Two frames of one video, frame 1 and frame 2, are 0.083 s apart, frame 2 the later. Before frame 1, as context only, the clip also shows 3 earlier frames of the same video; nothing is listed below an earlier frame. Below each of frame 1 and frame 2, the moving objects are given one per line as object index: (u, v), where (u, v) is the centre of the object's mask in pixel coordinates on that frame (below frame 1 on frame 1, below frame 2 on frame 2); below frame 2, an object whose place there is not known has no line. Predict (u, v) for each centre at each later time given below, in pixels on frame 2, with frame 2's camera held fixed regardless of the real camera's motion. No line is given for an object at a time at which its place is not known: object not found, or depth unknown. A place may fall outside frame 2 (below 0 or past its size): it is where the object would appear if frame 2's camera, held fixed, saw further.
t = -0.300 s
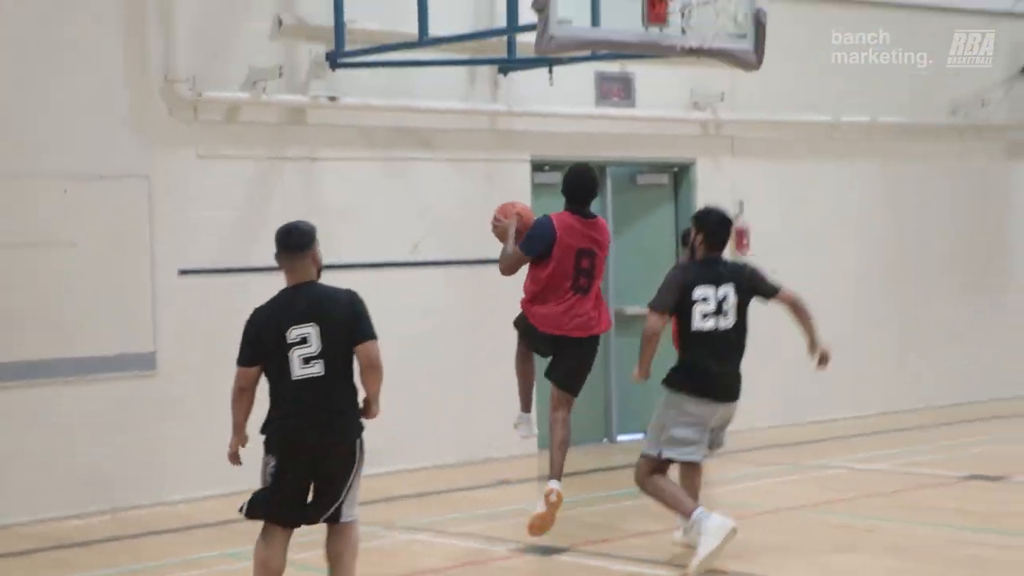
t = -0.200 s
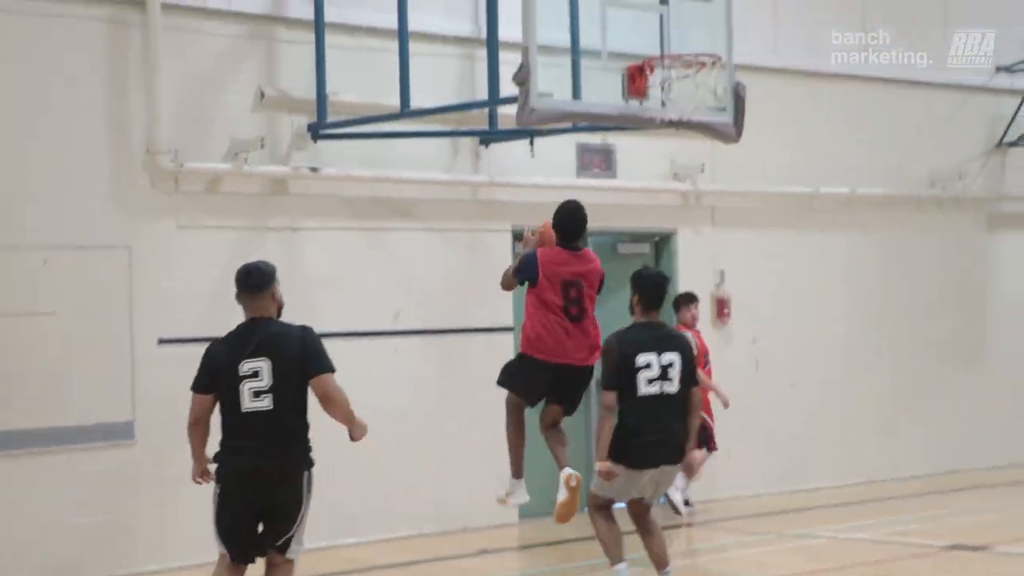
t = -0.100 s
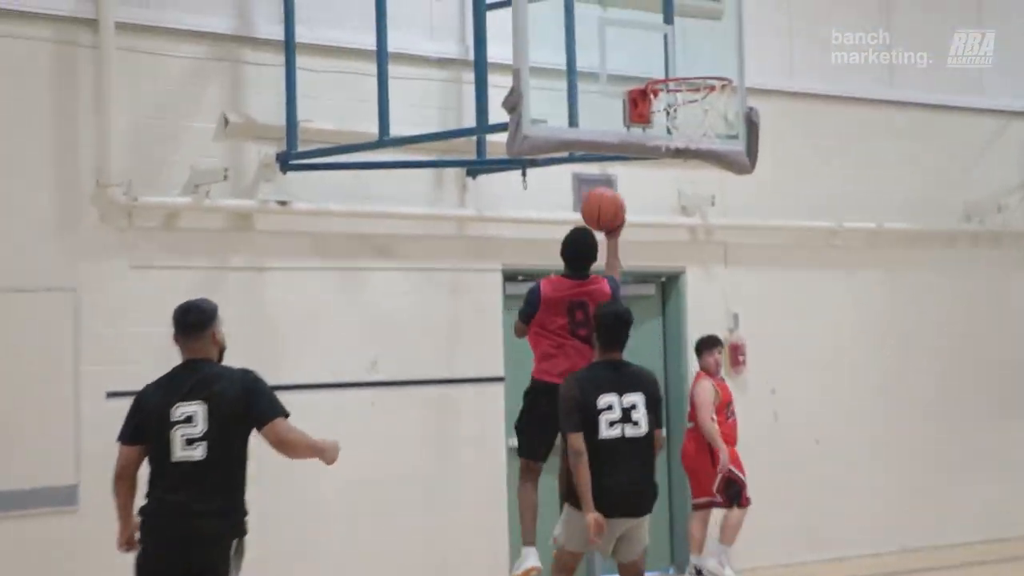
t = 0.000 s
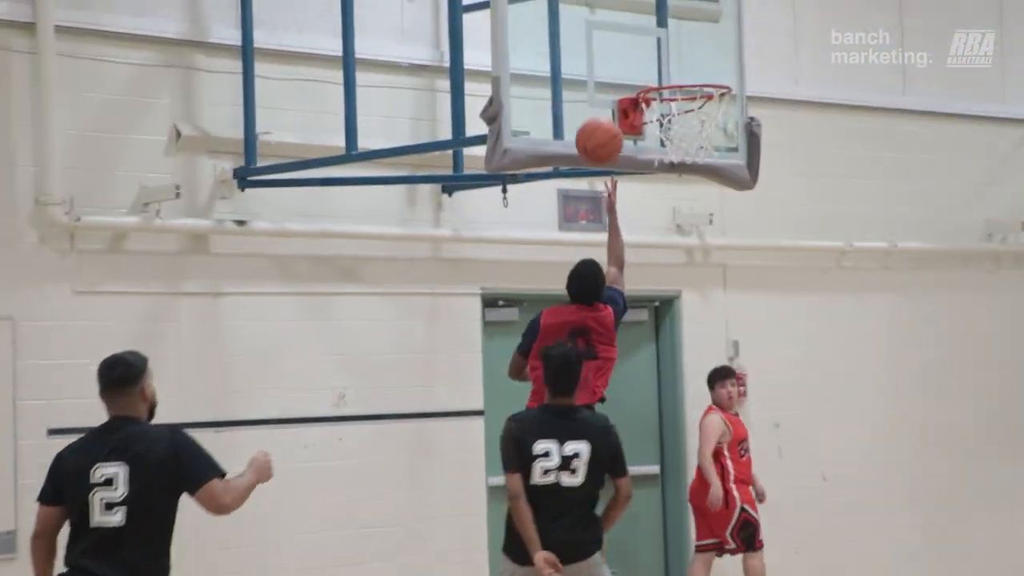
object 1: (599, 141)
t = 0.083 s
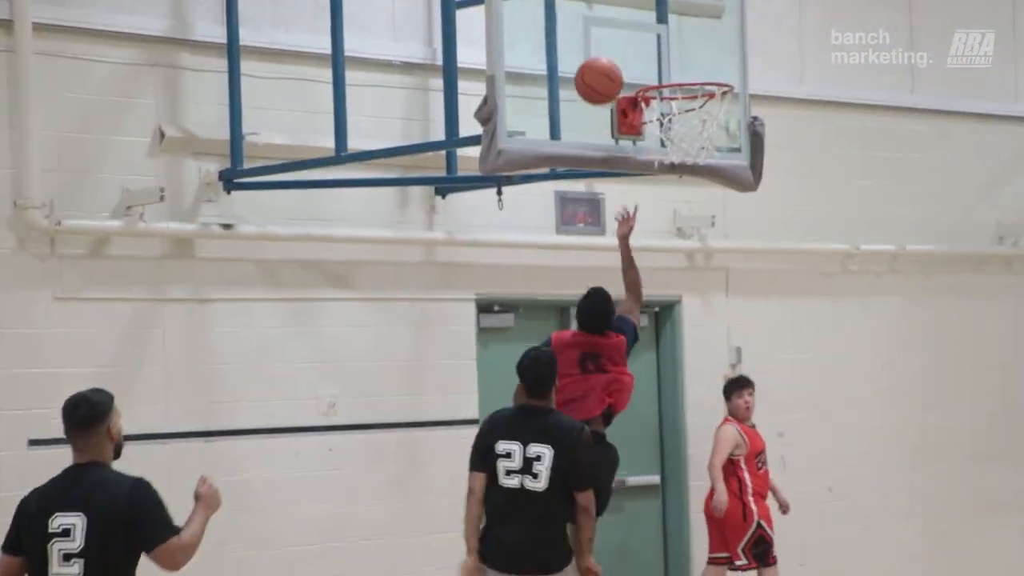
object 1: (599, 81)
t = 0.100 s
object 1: (599, 70)
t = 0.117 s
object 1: (599, 61)
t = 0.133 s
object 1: (600, 51)
